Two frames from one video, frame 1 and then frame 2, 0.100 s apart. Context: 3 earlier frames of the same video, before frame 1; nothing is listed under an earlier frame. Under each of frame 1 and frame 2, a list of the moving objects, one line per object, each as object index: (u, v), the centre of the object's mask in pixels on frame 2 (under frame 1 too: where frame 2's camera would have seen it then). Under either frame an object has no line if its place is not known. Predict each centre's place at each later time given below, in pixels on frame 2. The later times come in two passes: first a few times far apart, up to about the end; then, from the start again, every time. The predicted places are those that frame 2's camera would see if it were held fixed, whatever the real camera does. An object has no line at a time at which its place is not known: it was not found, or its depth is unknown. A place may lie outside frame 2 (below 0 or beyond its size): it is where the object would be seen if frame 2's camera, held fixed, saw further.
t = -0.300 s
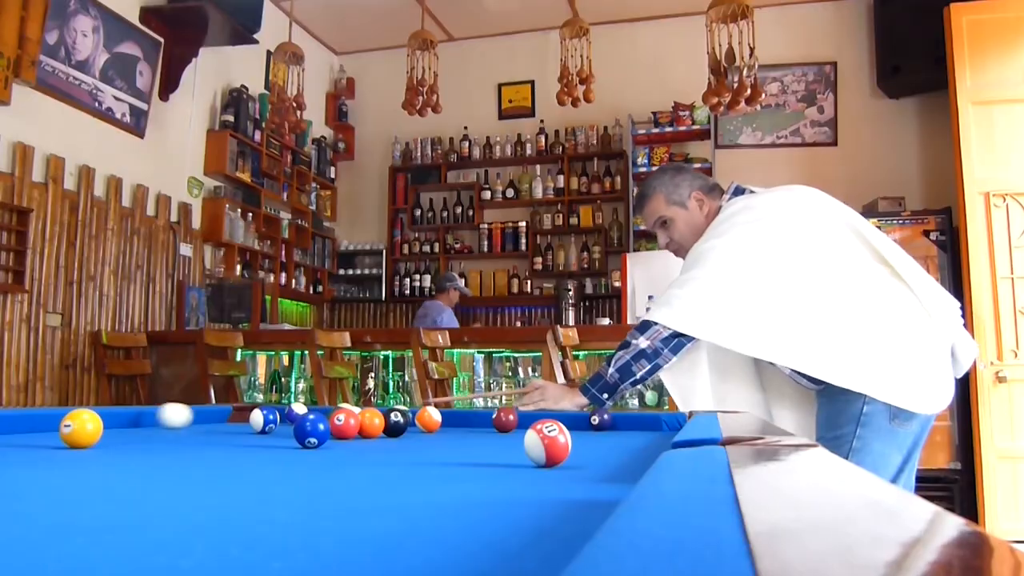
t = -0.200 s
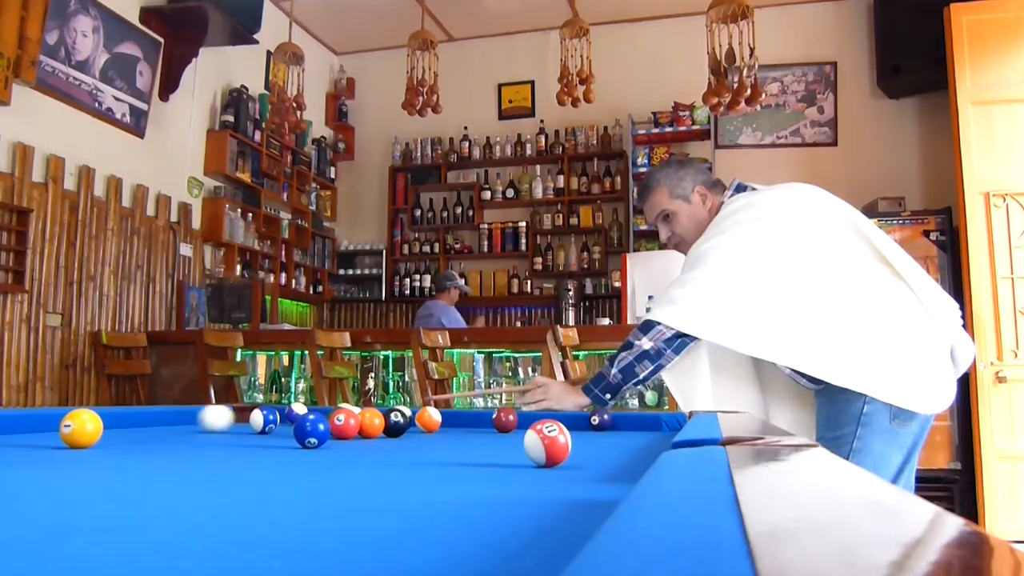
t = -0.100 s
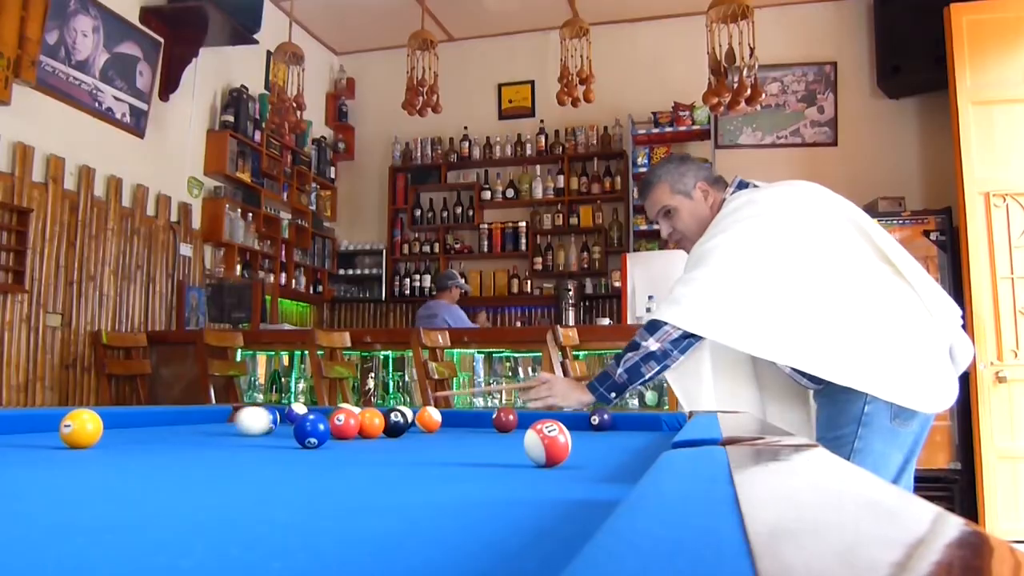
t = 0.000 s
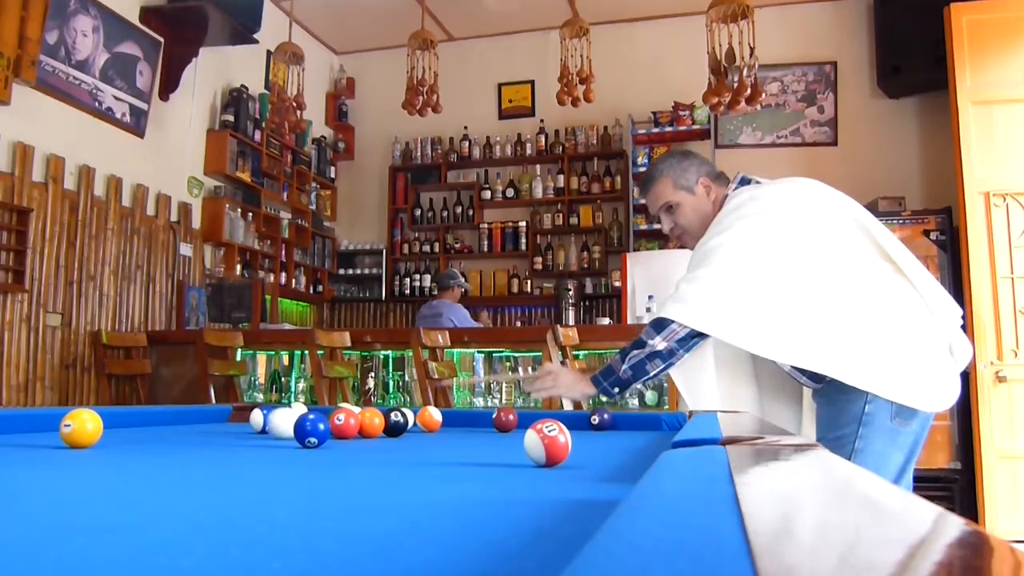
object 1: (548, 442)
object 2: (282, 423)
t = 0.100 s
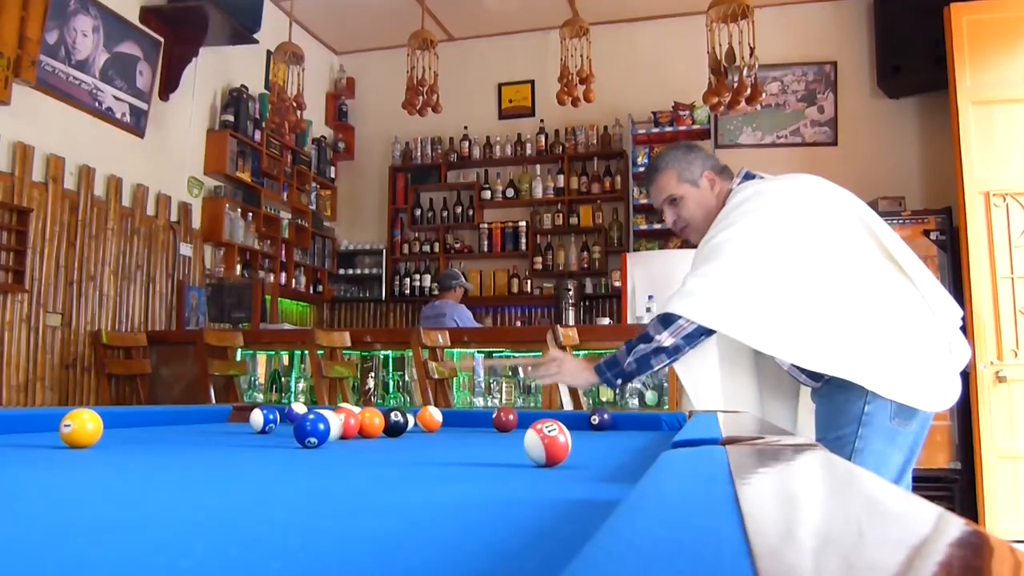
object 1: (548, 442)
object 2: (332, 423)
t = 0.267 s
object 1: (548, 443)
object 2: (395, 431)
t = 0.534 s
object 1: (577, 444)
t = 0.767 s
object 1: (614, 452)
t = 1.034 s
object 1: (522, 455)
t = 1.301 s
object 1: (425, 458)
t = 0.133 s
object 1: (547, 443)
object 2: (341, 426)
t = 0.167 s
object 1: (548, 443)
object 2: (350, 427)
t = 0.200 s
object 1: (548, 442)
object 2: (364, 429)
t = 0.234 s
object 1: (548, 443)
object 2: (379, 430)
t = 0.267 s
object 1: (548, 443)
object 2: (395, 431)
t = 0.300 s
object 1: (548, 442)
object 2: (410, 432)
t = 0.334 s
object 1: (548, 443)
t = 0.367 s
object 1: (548, 442)
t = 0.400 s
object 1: (548, 443)
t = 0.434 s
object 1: (547, 443)
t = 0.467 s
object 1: (548, 443)
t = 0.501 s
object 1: (561, 442)
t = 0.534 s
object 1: (577, 444)
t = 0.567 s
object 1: (596, 446)
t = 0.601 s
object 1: (615, 447)
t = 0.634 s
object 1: (632, 448)
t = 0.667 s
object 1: (642, 447)
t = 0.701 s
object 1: (634, 449)
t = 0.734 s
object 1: (623, 451)
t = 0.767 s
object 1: (614, 452)
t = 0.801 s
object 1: (601, 452)
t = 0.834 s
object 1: (589, 452)
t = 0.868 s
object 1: (579, 453)
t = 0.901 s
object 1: (566, 454)
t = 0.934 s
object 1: (559, 456)
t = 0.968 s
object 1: (545, 454)
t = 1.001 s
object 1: (533, 454)
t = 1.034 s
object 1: (522, 455)
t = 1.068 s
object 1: (510, 455)
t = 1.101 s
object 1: (498, 456)
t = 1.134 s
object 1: (486, 456)
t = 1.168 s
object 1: (474, 457)
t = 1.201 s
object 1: (462, 457)
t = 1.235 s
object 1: (450, 457)
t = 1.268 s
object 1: (438, 458)
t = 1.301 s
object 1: (425, 458)
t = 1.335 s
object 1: (413, 458)
